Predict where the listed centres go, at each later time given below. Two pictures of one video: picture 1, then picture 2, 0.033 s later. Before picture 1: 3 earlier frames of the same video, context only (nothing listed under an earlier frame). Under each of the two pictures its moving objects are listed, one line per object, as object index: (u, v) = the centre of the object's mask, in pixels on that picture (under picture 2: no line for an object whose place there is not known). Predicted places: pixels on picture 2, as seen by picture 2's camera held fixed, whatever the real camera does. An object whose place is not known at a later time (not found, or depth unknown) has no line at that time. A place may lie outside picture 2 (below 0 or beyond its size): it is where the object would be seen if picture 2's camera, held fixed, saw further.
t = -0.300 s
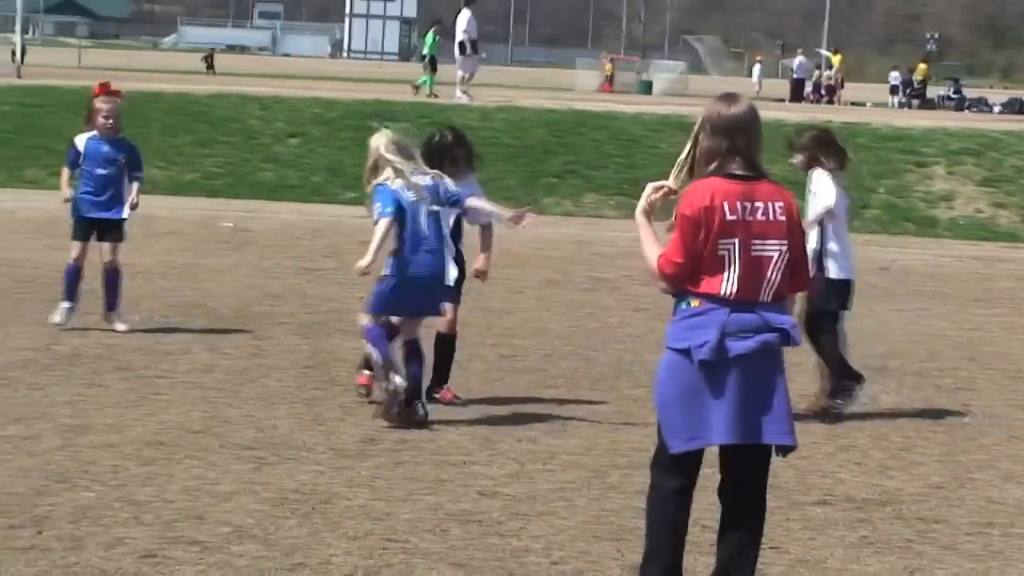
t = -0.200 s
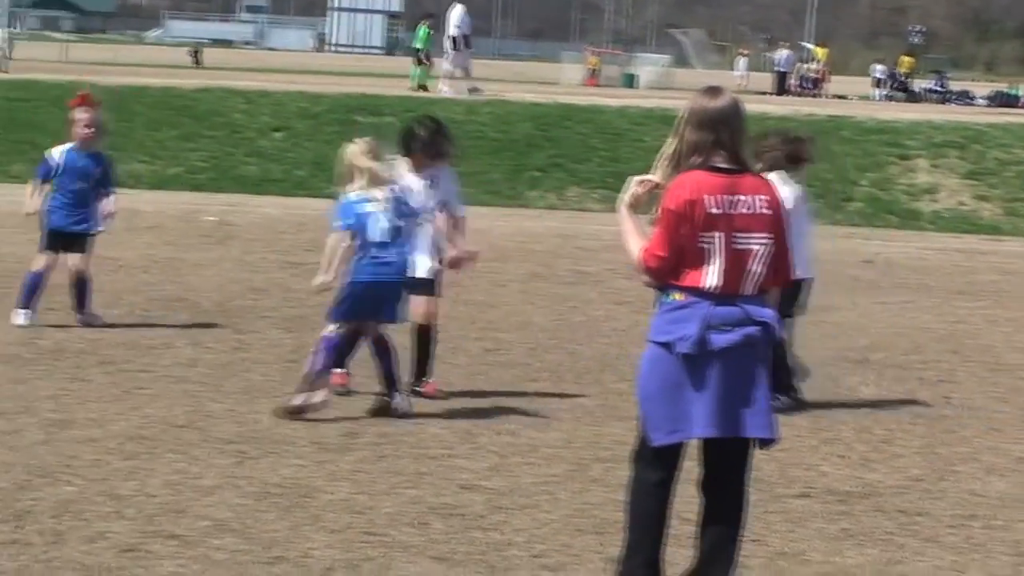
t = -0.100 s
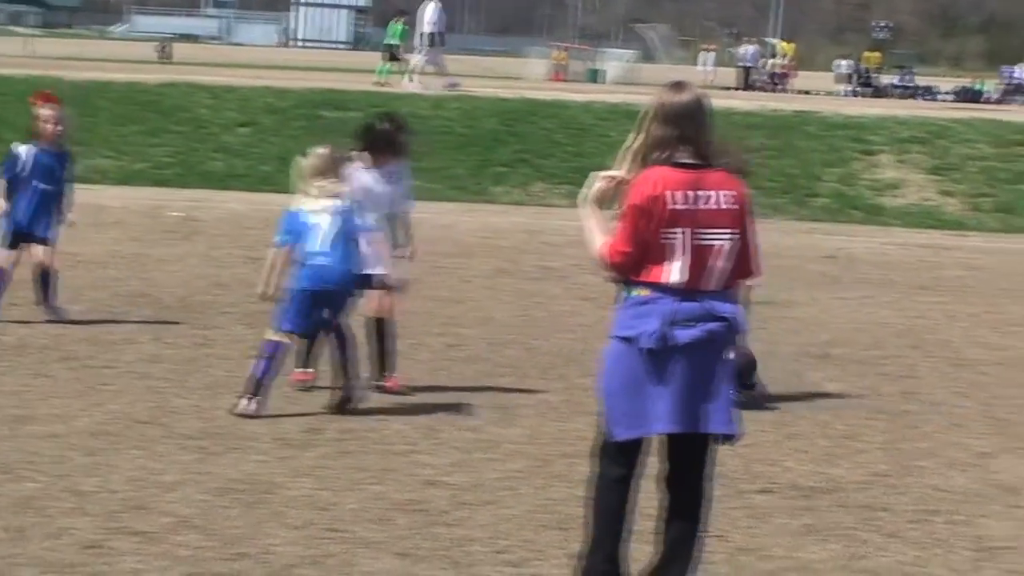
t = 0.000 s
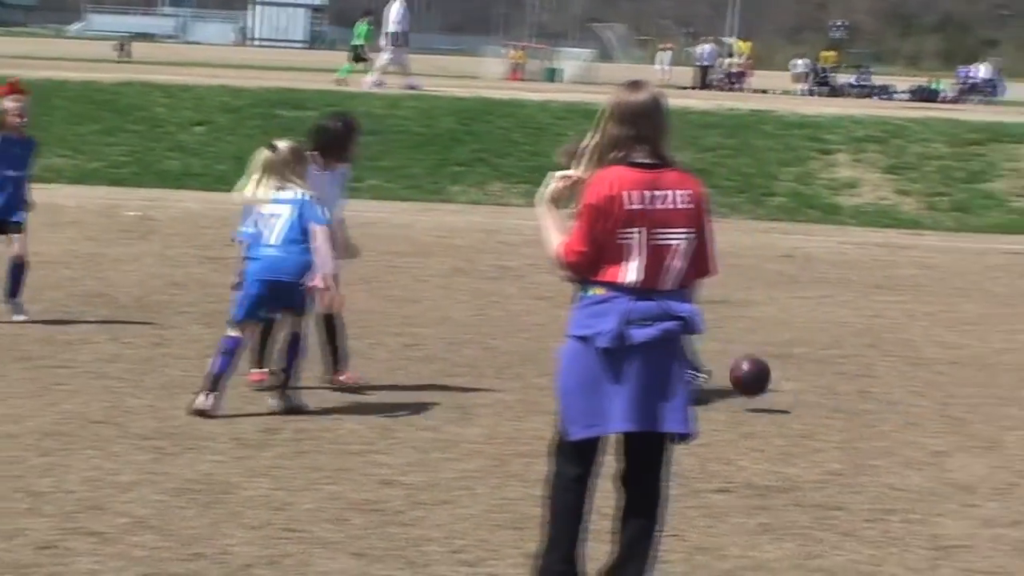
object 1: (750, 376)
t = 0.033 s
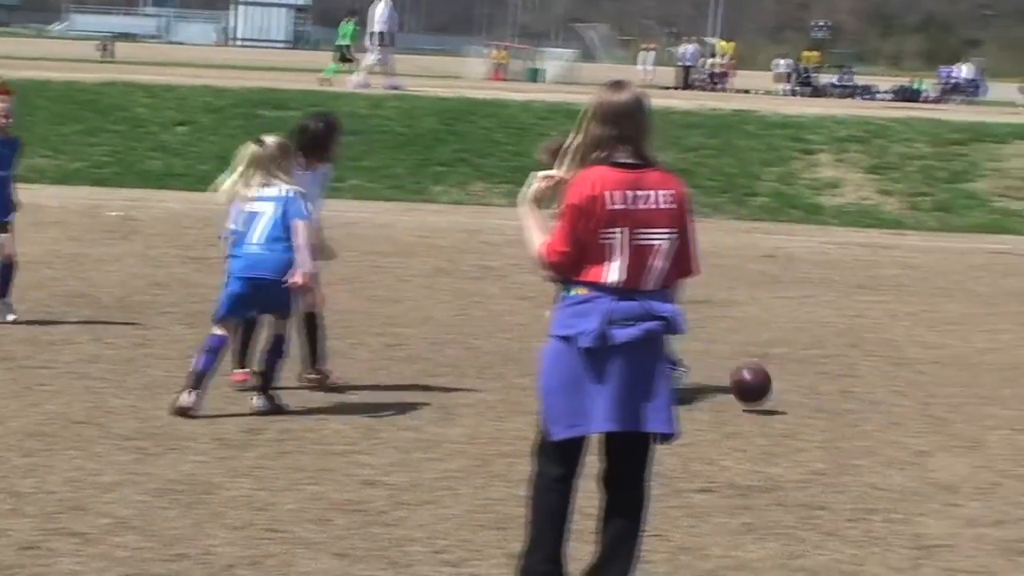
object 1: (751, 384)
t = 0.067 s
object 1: (772, 394)
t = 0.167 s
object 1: (825, 385)
